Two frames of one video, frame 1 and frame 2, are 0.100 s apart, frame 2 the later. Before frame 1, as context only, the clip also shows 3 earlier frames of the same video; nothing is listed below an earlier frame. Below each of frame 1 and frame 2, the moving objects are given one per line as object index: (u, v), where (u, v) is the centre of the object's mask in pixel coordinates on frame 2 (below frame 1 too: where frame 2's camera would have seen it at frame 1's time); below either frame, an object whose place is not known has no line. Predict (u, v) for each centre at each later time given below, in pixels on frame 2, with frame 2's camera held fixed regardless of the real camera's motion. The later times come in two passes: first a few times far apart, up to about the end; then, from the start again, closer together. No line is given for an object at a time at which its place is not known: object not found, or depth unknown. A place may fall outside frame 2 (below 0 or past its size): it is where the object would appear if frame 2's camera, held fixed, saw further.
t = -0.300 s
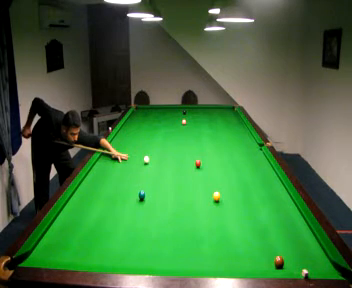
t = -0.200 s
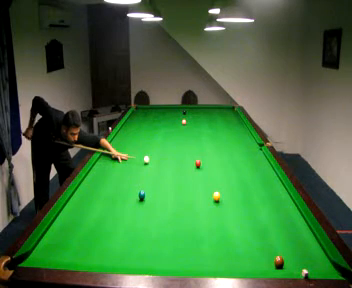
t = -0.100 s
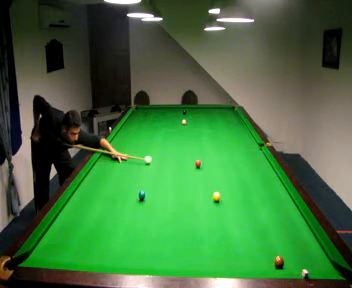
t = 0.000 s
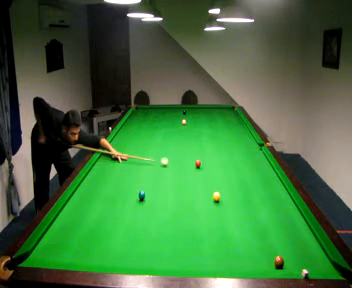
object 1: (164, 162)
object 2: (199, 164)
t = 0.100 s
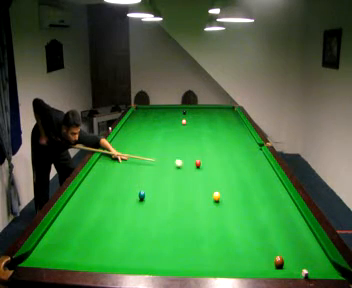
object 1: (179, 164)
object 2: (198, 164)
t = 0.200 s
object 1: (191, 165)
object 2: (199, 164)
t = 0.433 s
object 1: (210, 172)
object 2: (210, 161)
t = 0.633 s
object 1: (228, 179)
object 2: (218, 158)
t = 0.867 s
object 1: (250, 188)
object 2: (228, 156)
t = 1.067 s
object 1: (270, 195)
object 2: (235, 154)
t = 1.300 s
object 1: (292, 205)
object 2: (243, 152)
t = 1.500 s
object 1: (285, 211)
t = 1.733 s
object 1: (276, 219)
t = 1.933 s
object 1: (269, 226)
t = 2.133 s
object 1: (261, 234)
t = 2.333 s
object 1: (253, 241)
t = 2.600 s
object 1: (242, 252)
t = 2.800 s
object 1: (234, 259)
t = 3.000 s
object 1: (225, 265)
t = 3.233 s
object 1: (217, 262)
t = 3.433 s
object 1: (211, 260)
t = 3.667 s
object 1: (205, 256)
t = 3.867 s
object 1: (200, 253)
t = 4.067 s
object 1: (196, 250)
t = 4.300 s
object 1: (192, 248)
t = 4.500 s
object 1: (190, 247)
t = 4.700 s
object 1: (187, 245)
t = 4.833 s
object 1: (187, 245)
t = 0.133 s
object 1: (183, 164)
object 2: (199, 164)
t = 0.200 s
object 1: (191, 165)
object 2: (199, 164)
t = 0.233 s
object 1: (194, 166)
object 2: (200, 164)
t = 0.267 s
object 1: (197, 167)
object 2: (202, 163)
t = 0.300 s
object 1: (199, 168)
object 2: (203, 162)
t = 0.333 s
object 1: (202, 169)
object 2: (205, 162)
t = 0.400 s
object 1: (208, 171)
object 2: (208, 161)
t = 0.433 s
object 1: (210, 172)
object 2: (210, 161)
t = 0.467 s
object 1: (213, 173)
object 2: (211, 160)
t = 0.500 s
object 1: (216, 175)
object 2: (213, 160)
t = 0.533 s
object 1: (219, 176)
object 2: (214, 160)
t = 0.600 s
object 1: (225, 178)
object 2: (217, 159)
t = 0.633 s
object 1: (228, 179)
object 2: (218, 158)
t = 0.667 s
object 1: (231, 181)
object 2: (220, 158)
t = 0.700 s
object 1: (234, 182)
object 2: (221, 158)
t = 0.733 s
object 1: (237, 183)
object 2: (222, 157)
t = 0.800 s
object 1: (243, 185)
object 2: (225, 156)
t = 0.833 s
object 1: (246, 186)
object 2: (226, 156)
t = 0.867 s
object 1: (250, 188)
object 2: (228, 156)
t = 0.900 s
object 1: (253, 189)
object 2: (229, 155)
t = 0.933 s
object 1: (256, 190)
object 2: (230, 155)
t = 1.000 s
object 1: (263, 193)
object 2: (233, 154)
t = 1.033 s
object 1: (266, 194)
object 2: (234, 154)
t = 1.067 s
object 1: (270, 195)
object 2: (235, 154)
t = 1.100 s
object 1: (273, 197)
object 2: (236, 153)
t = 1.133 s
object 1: (277, 198)
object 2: (237, 153)
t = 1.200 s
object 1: (284, 201)
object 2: (239, 152)
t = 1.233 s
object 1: (288, 202)
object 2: (241, 152)
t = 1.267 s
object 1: (291, 203)
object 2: (242, 152)
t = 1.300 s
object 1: (292, 205)
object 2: (243, 152)
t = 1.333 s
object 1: (291, 206)
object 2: (244, 151)
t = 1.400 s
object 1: (288, 208)
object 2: (246, 151)
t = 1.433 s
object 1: (287, 209)
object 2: (247, 150)
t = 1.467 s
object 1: (286, 210)
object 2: (248, 150)
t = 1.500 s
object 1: (285, 211)
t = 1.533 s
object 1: (283, 212)
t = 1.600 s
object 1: (281, 214)
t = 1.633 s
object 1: (280, 215)
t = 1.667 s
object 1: (279, 217)
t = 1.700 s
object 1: (277, 218)
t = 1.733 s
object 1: (276, 219)
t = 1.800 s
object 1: (274, 221)
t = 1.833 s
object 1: (273, 223)
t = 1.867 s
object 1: (271, 224)
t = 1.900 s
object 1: (270, 225)
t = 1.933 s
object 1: (269, 226)
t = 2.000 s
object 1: (266, 229)
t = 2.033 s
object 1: (265, 230)
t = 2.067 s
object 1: (264, 232)
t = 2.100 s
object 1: (262, 233)
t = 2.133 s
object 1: (261, 234)
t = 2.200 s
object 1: (258, 236)
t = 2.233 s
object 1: (257, 237)
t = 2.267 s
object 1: (256, 239)
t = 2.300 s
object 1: (254, 240)
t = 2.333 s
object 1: (253, 241)
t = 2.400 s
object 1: (250, 244)
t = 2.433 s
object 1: (249, 246)
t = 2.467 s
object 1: (247, 247)
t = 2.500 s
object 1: (246, 248)
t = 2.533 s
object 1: (245, 249)
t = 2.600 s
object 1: (242, 252)
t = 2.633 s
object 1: (241, 253)
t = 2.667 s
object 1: (239, 254)
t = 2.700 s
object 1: (238, 256)
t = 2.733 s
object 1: (237, 257)
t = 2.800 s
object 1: (234, 259)
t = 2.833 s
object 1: (232, 261)
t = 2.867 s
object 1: (231, 262)
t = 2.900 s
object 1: (229, 262)
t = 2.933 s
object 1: (228, 263)
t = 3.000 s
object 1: (225, 265)
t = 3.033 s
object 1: (224, 265)
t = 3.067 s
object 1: (222, 265)
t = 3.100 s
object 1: (222, 264)
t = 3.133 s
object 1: (220, 263)
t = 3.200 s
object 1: (218, 263)
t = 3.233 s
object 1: (217, 262)
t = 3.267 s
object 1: (216, 262)
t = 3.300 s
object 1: (215, 261)
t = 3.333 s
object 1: (214, 261)
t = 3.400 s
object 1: (212, 260)
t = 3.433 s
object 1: (211, 260)
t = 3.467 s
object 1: (210, 259)
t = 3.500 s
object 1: (209, 259)
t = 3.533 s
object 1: (208, 258)
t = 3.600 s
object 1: (206, 257)
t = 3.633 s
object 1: (205, 256)
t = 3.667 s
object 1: (205, 256)
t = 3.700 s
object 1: (203, 255)
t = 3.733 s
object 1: (203, 255)
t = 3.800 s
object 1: (201, 254)
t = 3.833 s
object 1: (201, 253)
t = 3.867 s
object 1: (200, 253)
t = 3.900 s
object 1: (199, 252)
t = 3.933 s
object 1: (198, 252)
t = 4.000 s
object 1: (197, 251)
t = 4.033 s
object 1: (196, 250)
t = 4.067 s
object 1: (196, 250)
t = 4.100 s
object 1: (195, 250)
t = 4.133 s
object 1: (195, 249)
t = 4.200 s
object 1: (193, 249)
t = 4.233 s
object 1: (193, 249)
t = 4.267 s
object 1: (193, 248)
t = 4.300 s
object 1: (192, 248)
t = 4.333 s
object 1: (192, 248)
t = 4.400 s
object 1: (191, 247)
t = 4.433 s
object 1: (190, 247)
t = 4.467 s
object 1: (190, 247)
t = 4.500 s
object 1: (190, 247)
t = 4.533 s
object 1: (189, 246)
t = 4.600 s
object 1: (189, 246)
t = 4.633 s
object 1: (188, 246)
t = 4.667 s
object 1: (188, 245)
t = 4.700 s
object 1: (187, 245)
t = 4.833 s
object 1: (187, 245)
